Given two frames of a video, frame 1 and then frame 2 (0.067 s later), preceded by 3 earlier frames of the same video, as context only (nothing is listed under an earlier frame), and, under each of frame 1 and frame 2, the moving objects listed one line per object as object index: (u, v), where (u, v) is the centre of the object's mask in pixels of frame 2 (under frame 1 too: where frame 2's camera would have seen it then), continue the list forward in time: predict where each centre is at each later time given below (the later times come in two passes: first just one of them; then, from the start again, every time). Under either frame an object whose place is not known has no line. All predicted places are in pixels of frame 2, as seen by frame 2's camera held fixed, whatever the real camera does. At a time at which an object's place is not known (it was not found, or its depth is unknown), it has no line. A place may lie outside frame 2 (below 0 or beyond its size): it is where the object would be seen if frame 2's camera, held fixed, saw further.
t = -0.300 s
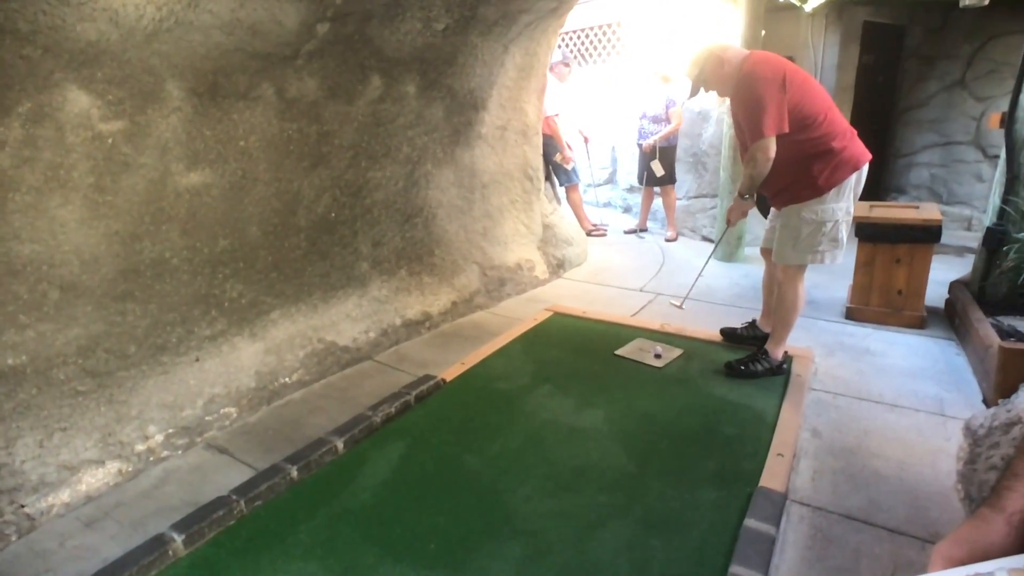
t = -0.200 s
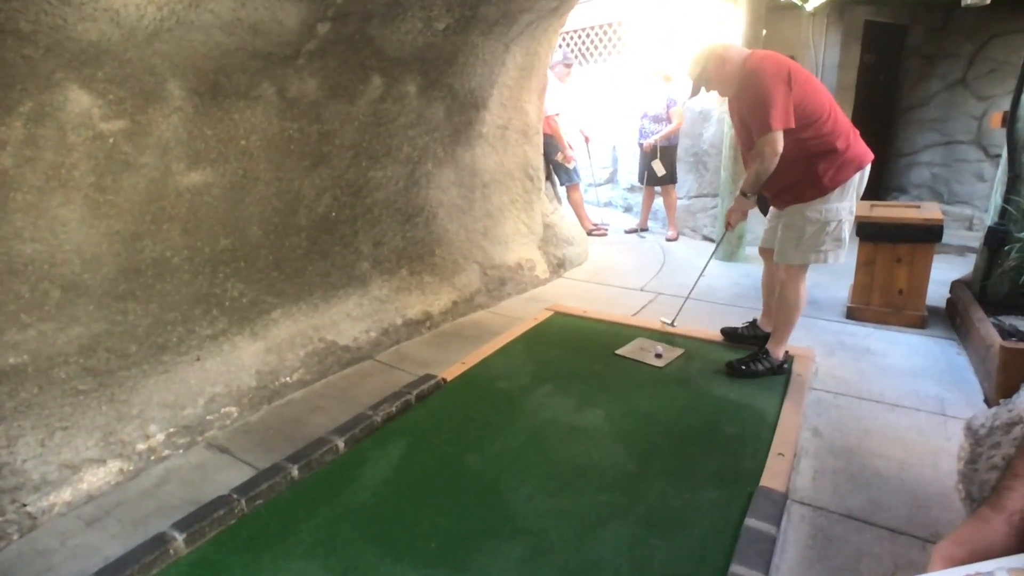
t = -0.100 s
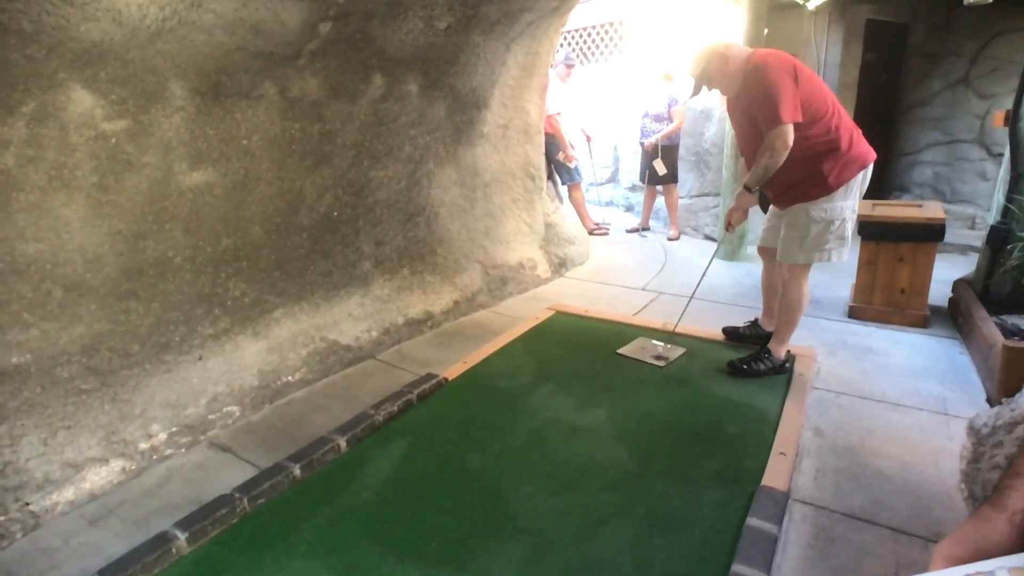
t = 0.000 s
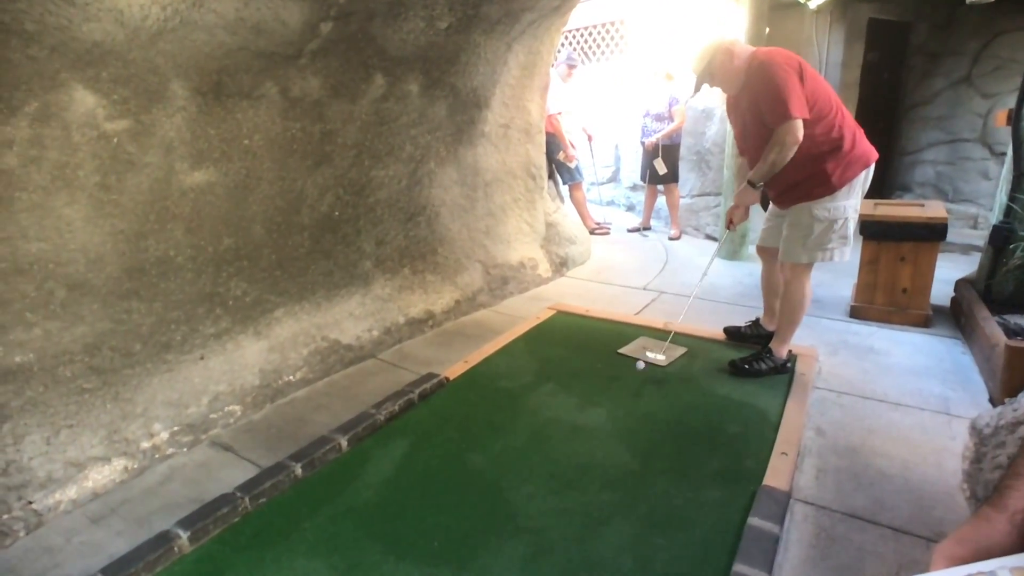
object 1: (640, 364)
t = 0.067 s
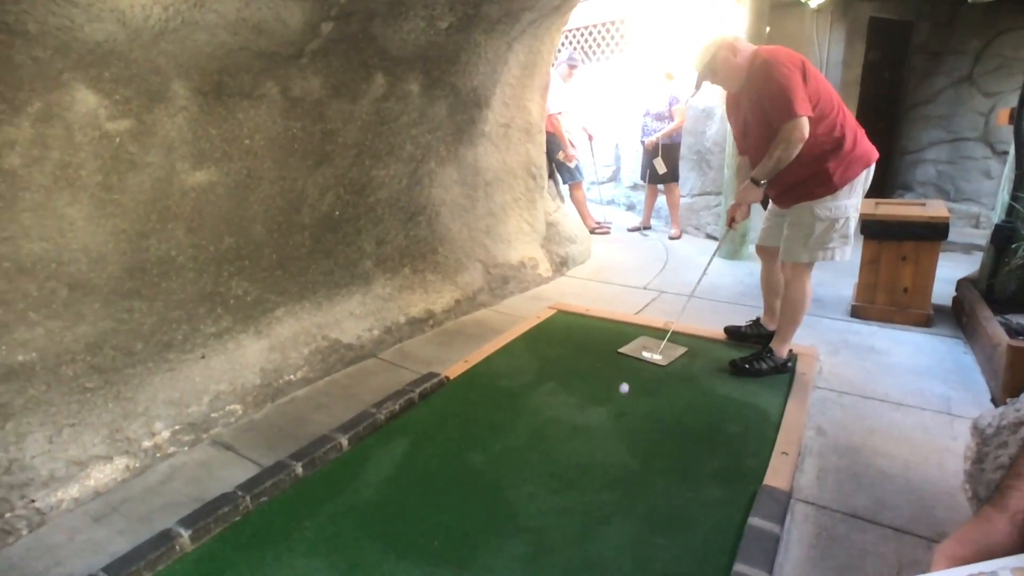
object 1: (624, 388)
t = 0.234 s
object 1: (581, 454)
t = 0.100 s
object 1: (615, 404)
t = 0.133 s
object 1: (606, 421)
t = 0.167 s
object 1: (598, 428)
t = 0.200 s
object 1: (590, 440)
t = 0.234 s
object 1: (581, 454)
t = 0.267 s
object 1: (571, 473)
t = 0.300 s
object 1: (561, 490)
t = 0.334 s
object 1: (550, 504)
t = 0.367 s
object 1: (538, 524)
